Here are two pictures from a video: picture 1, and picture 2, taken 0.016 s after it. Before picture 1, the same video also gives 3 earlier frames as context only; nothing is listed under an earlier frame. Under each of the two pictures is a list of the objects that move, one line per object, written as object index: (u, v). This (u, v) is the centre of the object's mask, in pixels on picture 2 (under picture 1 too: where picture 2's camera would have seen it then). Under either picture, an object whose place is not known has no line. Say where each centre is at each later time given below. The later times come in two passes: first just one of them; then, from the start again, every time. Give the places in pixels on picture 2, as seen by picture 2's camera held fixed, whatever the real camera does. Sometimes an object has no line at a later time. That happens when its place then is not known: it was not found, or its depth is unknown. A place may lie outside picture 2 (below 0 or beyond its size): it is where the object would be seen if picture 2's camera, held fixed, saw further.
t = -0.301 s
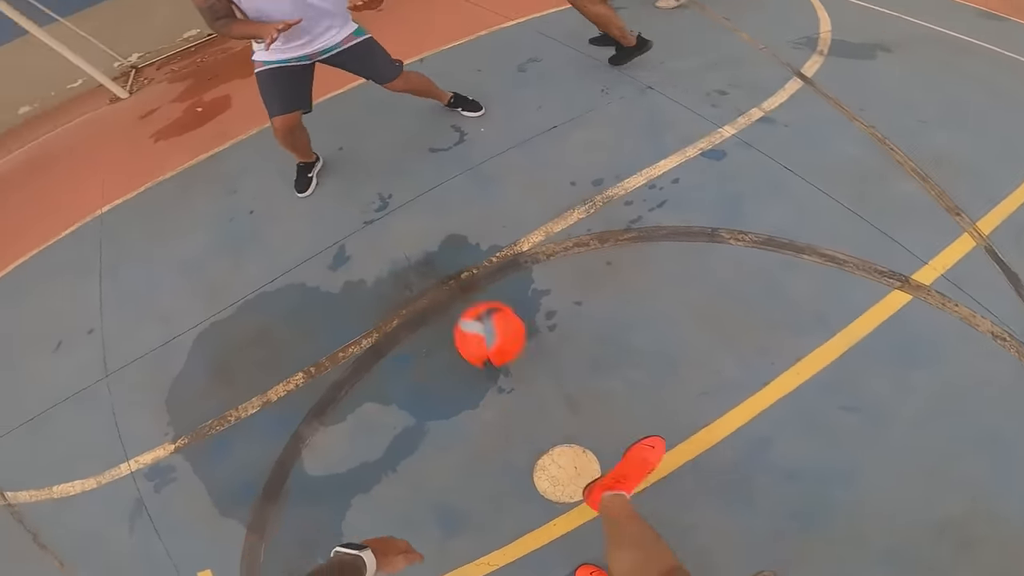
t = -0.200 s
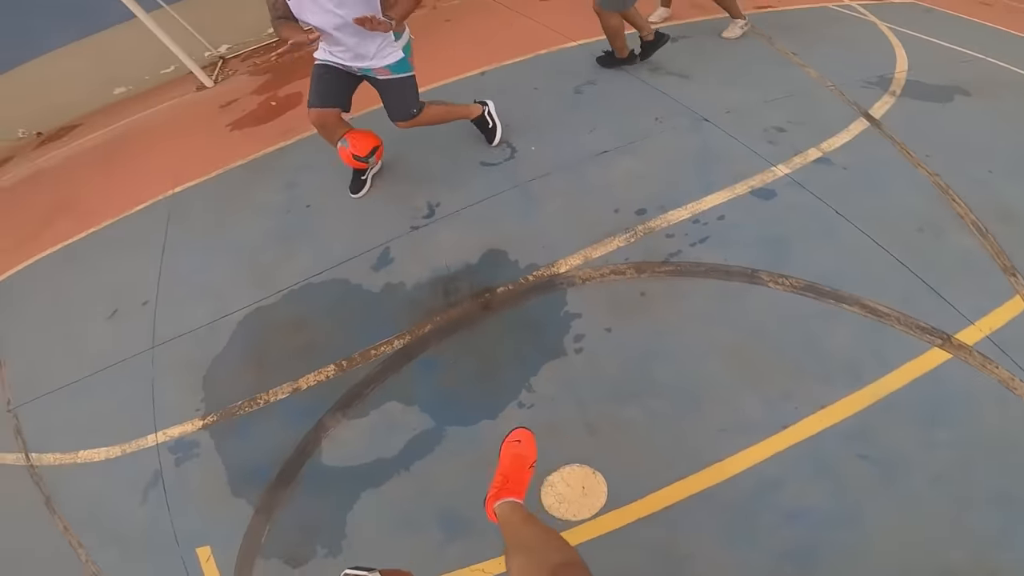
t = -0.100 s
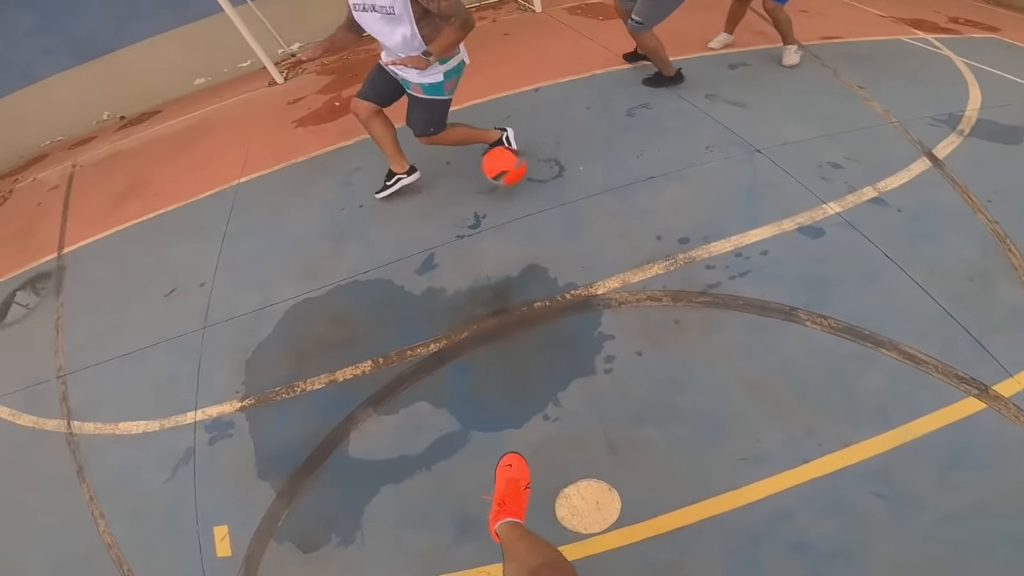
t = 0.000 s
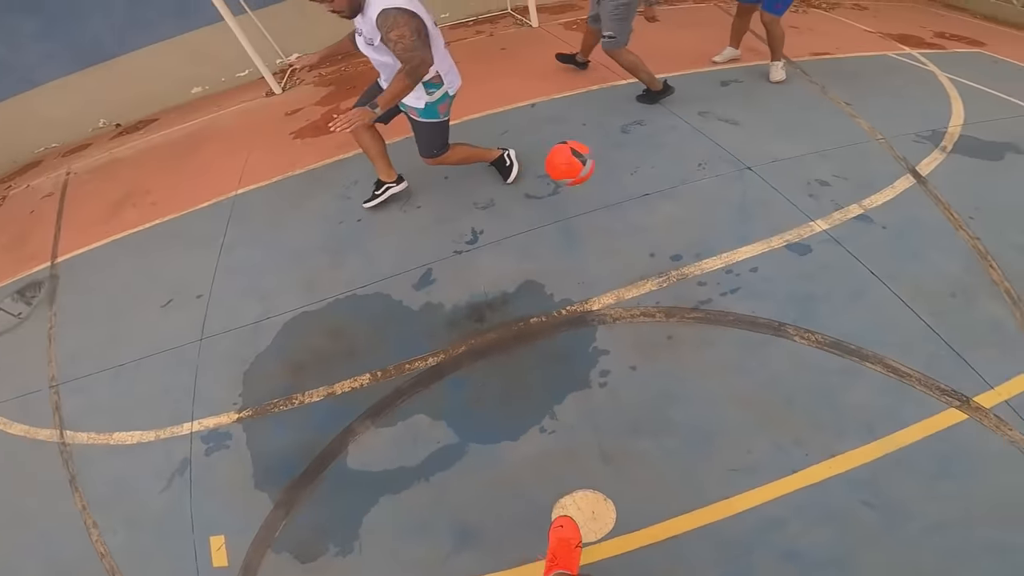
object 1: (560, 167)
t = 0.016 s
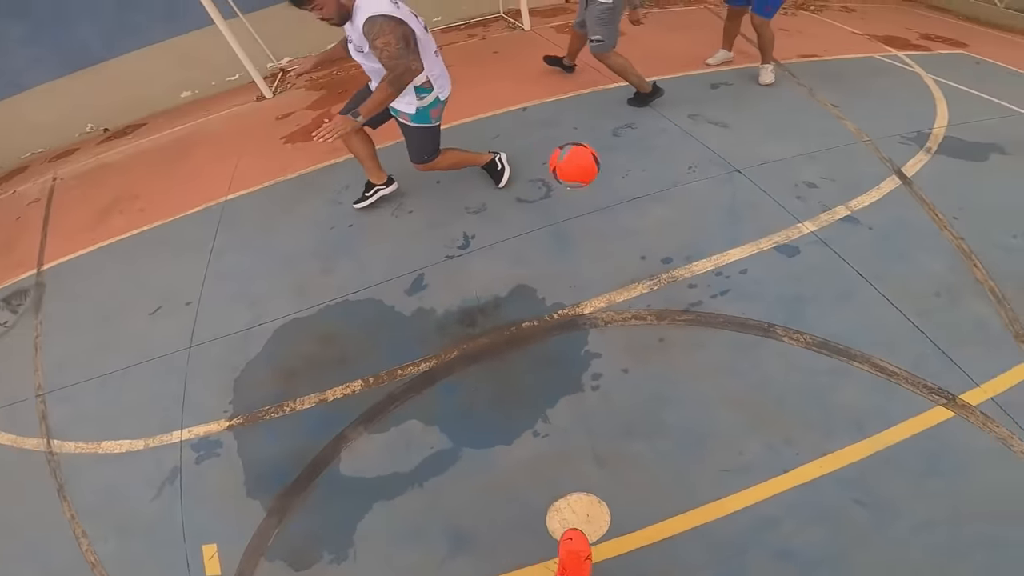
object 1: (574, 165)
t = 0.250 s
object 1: (790, 186)
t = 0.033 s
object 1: (589, 163)
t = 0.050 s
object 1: (603, 162)
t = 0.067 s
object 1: (618, 161)
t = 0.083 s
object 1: (631, 161)
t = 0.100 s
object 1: (648, 161)
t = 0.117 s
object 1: (664, 161)
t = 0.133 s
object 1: (681, 162)
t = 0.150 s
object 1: (697, 165)
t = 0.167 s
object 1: (714, 166)
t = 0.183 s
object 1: (730, 169)
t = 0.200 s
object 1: (745, 172)
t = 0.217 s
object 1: (761, 176)
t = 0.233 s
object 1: (776, 181)
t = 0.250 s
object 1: (790, 186)
